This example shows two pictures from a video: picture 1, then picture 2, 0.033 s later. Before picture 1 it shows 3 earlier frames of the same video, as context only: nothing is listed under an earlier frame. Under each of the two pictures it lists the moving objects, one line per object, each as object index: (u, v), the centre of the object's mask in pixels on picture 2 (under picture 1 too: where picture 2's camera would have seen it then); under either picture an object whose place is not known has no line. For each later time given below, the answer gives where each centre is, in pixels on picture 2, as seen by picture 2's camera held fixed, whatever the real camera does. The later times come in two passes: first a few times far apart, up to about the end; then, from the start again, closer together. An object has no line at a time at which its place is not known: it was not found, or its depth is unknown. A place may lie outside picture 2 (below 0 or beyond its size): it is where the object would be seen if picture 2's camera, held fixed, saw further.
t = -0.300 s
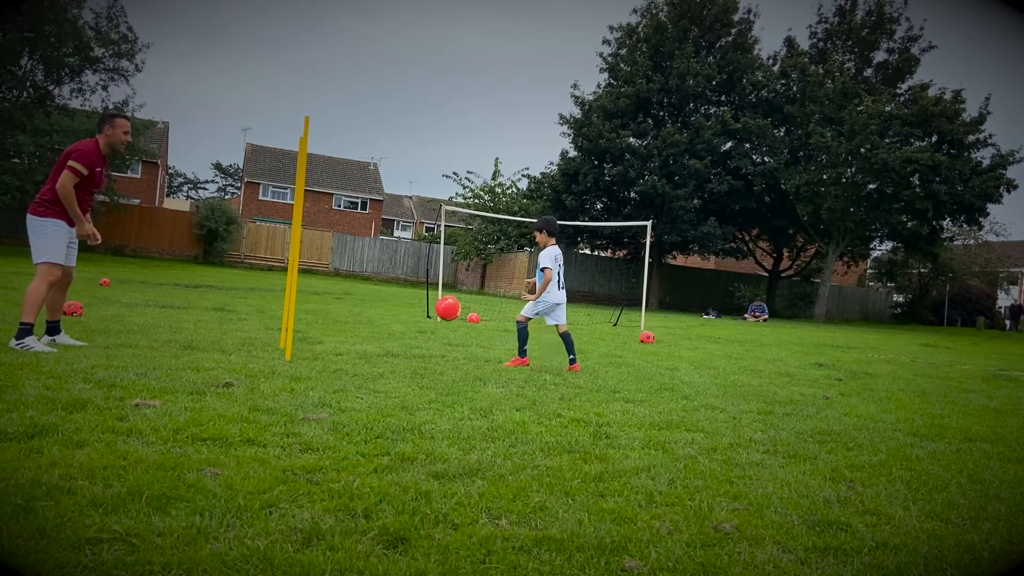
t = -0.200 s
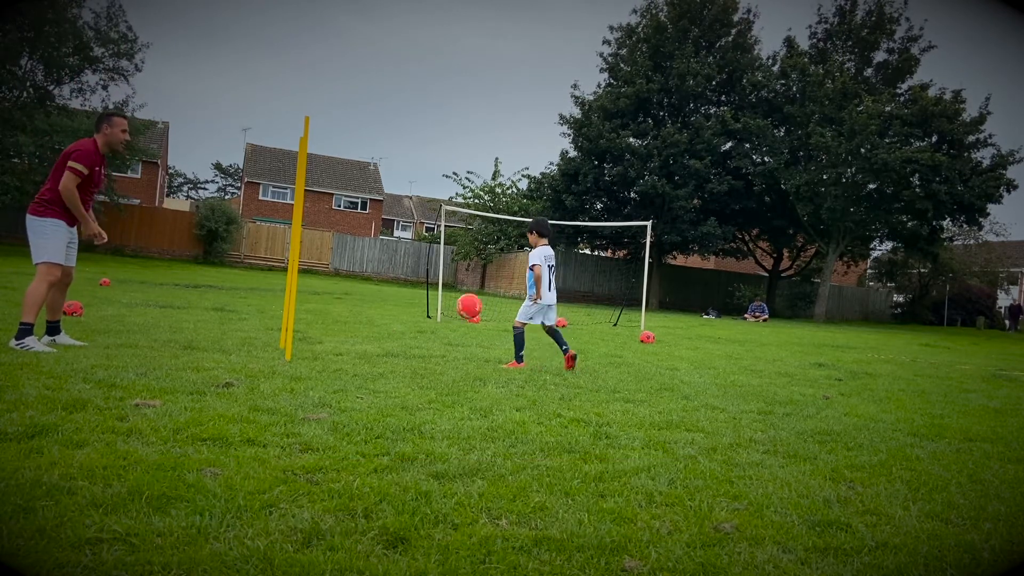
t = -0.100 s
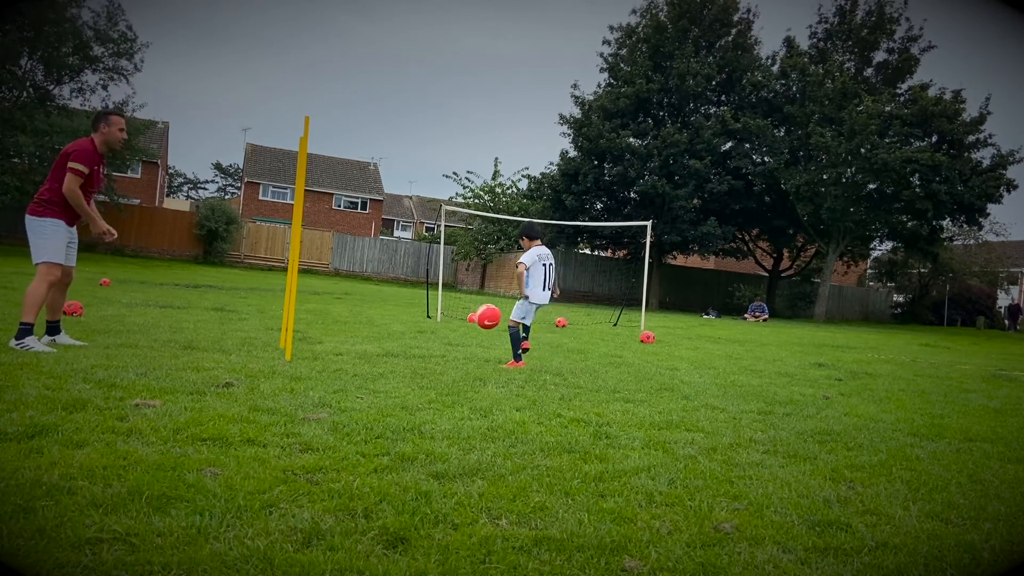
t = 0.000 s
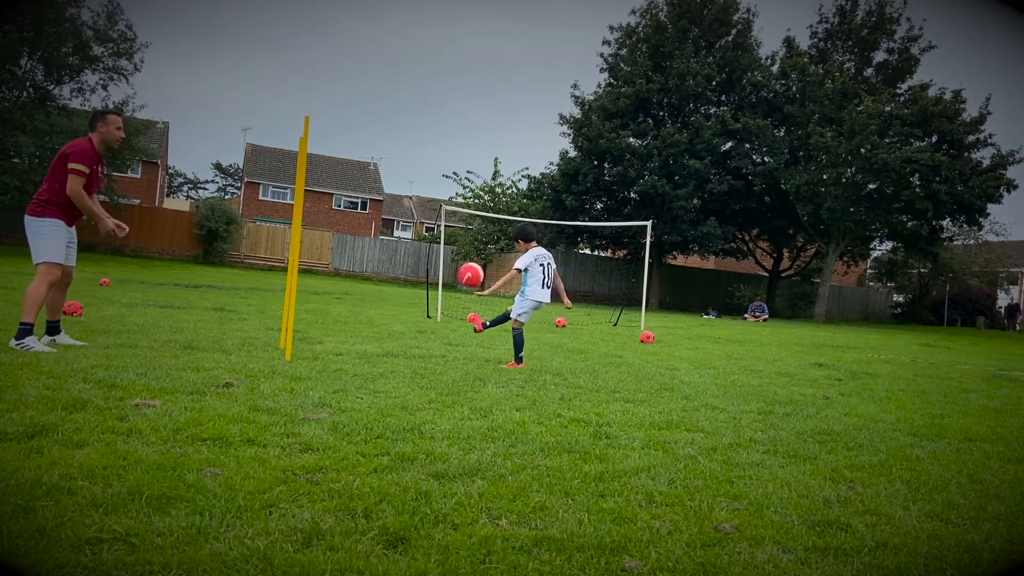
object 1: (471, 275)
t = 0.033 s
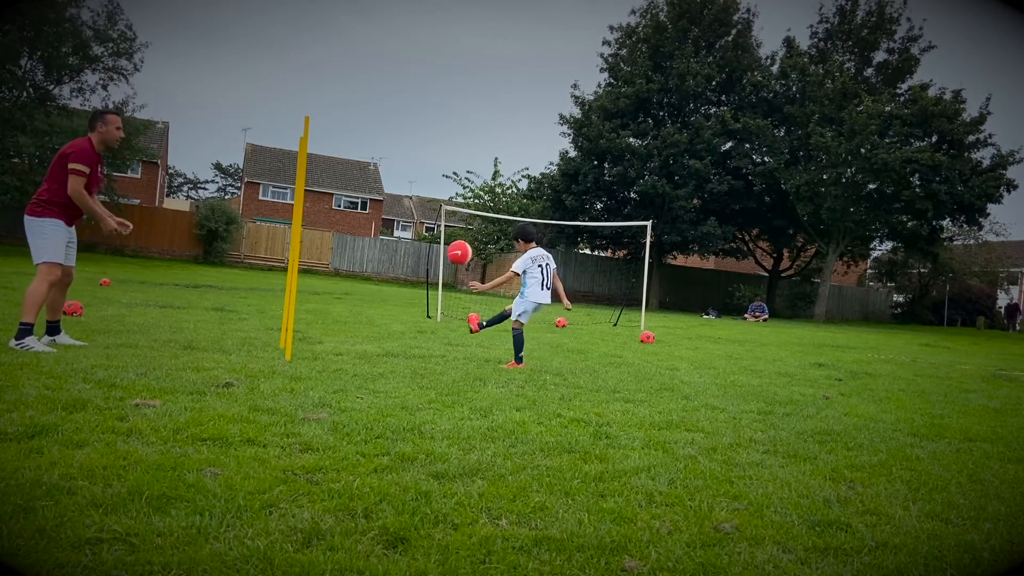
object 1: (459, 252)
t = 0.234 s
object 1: (389, 151)
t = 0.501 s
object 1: (289, 91)
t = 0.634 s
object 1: (236, 92)
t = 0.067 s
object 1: (448, 232)
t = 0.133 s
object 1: (425, 195)
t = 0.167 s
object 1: (413, 179)
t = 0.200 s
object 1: (401, 165)
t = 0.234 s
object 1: (389, 151)
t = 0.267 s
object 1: (377, 139)
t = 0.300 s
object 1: (365, 128)
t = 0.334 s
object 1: (352, 118)
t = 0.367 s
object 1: (340, 110)
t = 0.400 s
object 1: (327, 102)
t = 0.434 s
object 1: (315, 97)
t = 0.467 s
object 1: (302, 94)
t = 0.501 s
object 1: (289, 91)
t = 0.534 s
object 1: (276, 89)
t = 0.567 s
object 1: (263, 89)
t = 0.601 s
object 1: (249, 90)
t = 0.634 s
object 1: (236, 92)
